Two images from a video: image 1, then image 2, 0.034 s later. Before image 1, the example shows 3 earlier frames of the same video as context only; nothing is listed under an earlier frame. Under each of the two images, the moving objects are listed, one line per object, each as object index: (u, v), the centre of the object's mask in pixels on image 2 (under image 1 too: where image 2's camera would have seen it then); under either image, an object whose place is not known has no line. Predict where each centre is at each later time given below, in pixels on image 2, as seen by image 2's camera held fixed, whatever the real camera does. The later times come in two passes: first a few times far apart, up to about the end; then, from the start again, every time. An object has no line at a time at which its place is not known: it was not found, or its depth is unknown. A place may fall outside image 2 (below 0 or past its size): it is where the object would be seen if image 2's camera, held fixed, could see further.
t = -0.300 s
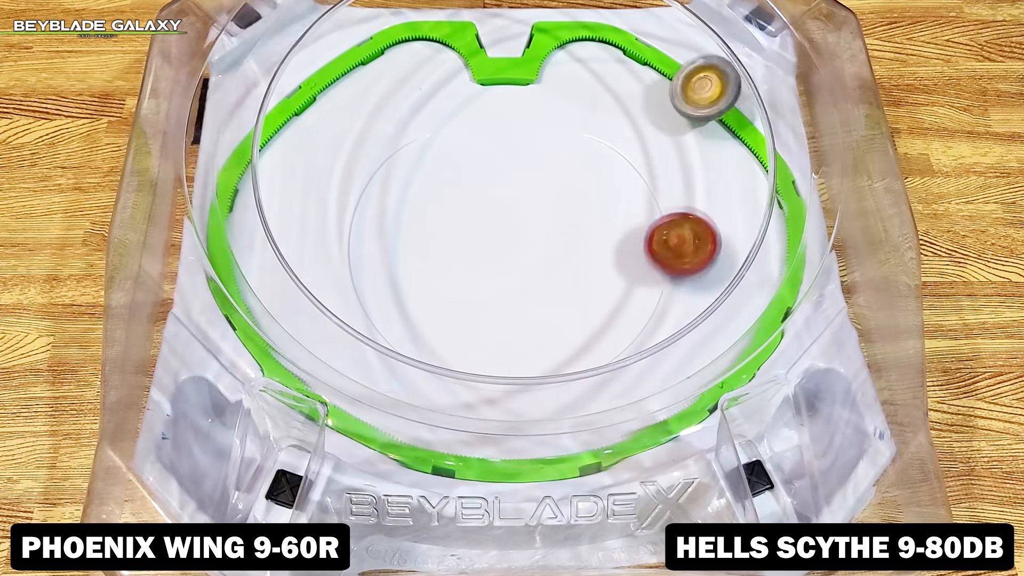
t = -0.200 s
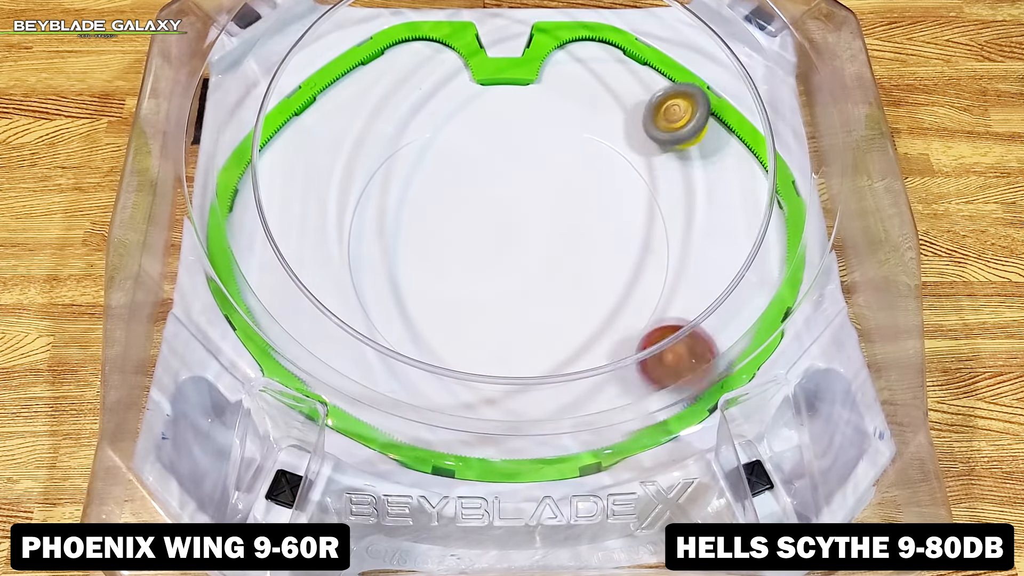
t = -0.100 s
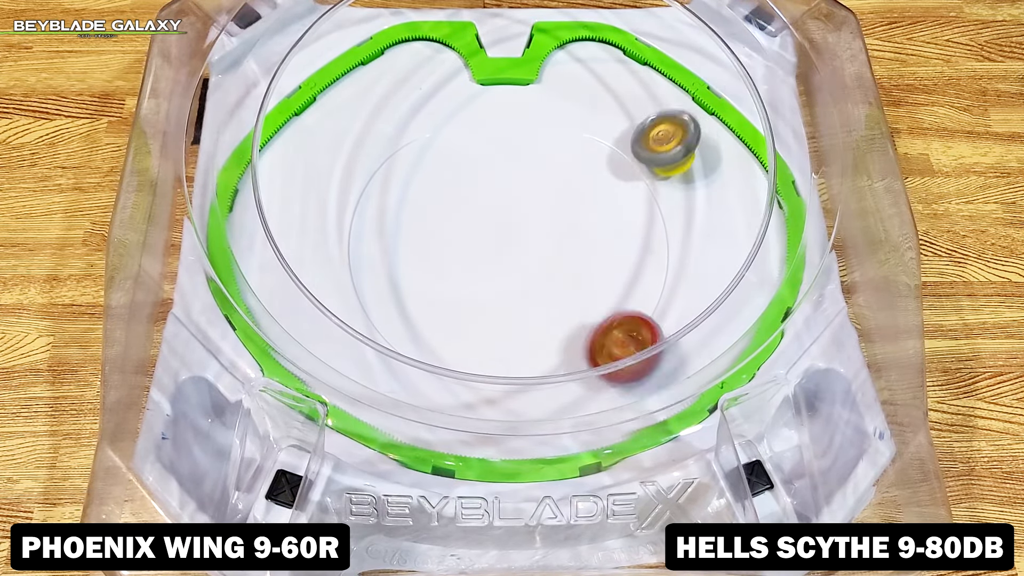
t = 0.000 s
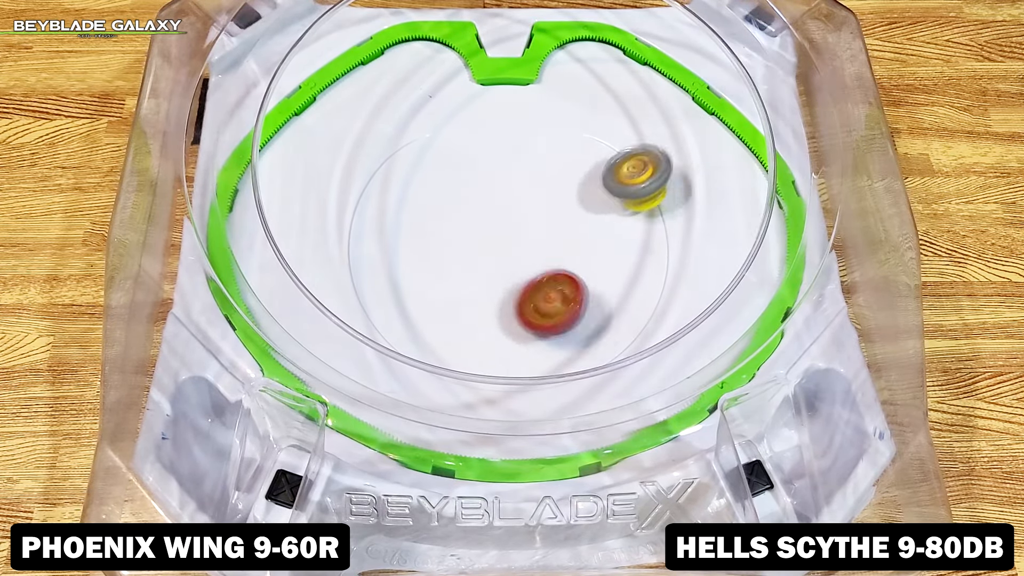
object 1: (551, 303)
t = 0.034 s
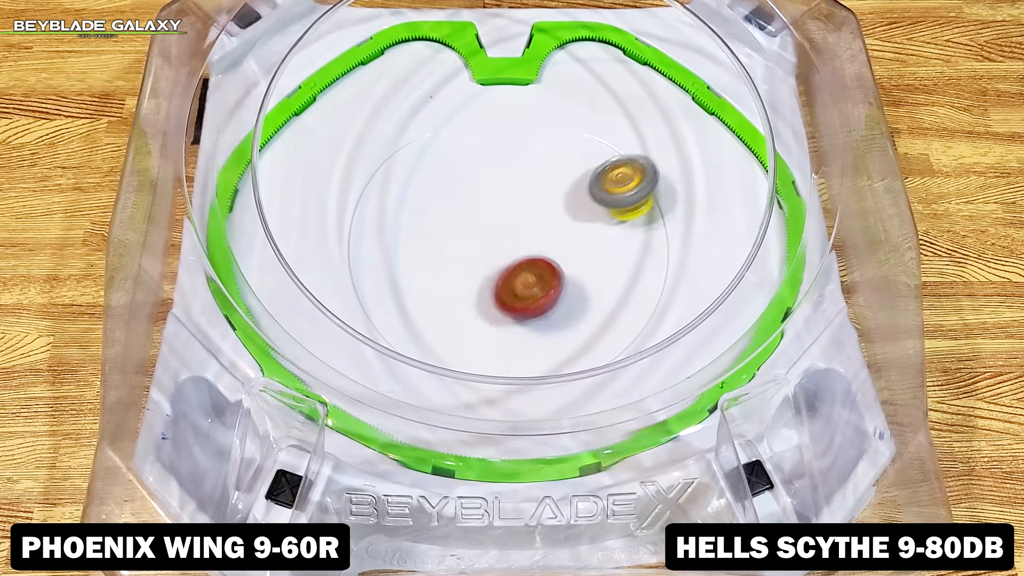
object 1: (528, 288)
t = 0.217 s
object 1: (426, 237)
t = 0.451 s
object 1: (349, 269)
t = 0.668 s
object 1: (252, 273)
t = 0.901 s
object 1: (248, 204)
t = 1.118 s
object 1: (304, 162)
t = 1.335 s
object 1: (343, 169)
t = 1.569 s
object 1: (488, 244)
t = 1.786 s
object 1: (521, 200)
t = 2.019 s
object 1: (493, 176)
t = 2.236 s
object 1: (506, 69)
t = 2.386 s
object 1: (509, 126)
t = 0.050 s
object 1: (517, 282)
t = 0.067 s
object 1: (507, 275)
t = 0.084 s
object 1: (497, 269)
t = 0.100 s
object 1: (487, 262)
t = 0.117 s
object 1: (477, 257)
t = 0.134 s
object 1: (469, 253)
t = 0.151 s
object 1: (459, 248)
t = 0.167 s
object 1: (451, 244)
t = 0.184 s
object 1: (442, 241)
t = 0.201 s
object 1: (434, 238)
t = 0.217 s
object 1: (426, 237)
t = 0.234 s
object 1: (418, 235)
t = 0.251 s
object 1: (410, 235)
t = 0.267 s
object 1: (403, 236)
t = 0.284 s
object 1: (396, 236)
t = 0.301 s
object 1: (389, 237)
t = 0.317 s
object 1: (382, 240)
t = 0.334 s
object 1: (374, 243)
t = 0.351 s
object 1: (367, 246)
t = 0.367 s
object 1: (359, 249)
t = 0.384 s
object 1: (353, 253)
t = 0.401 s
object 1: (351, 256)
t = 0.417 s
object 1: (351, 260)
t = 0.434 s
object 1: (351, 266)
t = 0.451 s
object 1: (349, 269)
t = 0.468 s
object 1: (347, 272)
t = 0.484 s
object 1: (344, 276)
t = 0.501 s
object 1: (341, 278)
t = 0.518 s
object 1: (338, 279)
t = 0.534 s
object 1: (334, 279)
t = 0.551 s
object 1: (325, 281)
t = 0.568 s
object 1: (318, 282)
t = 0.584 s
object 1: (310, 283)
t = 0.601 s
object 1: (299, 282)
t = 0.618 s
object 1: (289, 281)
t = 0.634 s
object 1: (278, 278)
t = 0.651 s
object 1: (262, 278)
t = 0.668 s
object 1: (252, 273)
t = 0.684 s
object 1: (240, 270)
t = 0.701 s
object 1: (238, 263)
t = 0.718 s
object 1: (241, 256)
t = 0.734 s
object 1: (242, 252)
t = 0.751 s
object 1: (241, 244)
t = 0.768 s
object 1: (241, 239)
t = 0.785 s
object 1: (247, 232)
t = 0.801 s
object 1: (244, 226)
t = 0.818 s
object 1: (237, 222)
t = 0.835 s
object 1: (233, 215)
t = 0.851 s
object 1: (230, 210)
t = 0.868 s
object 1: (228, 204)
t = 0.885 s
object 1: (232, 203)
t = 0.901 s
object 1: (248, 204)
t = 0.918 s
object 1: (254, 204)
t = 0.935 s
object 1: (262, 201)
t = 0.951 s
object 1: (270, 201)
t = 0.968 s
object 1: (278, 201)
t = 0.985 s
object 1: (287, 198)
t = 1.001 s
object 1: (290, 197)
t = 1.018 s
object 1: (293, 194)
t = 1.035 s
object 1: (295, 190)
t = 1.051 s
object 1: (297, 186)
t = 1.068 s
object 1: (300, 182)
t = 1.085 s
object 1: (302, 176)
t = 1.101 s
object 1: (303, 169)
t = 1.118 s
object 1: (304, 162)
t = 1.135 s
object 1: (305, 153)
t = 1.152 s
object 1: (305, 145)
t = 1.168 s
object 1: (304, 135)
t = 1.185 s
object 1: (303, 126)
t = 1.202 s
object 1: (302, 116)
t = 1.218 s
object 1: (302, 106)
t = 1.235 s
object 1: (302, 97)
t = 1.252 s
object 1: (303, 104)
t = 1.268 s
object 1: (310, 118)
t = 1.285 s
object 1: (319, 134)
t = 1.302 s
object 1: (326, 144)
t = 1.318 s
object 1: (334, 156)
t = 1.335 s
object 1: (343, 169)
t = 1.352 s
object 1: (351, 179)
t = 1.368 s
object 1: (360, 189)
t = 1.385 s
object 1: (370, 201)
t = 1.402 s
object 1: (380, 214)
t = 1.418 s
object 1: (391, 221)
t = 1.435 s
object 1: (404, 229)
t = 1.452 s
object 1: (417, 235)
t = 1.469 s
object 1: (431, 240)
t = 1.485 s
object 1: (446, 243)
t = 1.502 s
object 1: (460, 245)
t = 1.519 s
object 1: (474, 244)
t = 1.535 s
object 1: (488, 242)
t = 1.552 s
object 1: (488, 242)
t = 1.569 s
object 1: (488, 244)
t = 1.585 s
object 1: (489, 245)
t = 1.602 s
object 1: (491, 244)
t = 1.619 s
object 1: (494, 243)
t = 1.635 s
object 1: (498, 241)
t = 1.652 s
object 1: (502, 237)
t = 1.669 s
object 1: (506, 233)
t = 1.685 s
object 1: (510, 229)
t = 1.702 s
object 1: (513, 224)
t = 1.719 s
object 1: (516, 219)
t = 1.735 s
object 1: (519, 214)
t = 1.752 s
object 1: (520, 209)
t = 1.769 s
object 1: (521, 204)
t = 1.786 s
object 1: (521, 200)
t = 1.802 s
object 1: (522, 195)
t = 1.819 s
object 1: (522, 190)
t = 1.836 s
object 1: (521, 186)
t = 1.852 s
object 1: (520, 183)
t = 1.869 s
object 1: (518, 179)
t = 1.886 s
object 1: (515, 176)
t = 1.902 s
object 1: (513, 173)
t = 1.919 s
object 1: (510, 172)
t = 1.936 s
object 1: (507, 172)
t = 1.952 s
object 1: (504, 171)
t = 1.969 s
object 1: (500, 171)
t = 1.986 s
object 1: (498, 171)
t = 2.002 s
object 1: (495, 173)
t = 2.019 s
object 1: (493, 176)
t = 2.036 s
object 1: (491, 178)
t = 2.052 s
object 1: (488, 181)
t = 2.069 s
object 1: (487, 185)
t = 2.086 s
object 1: (487, 189)
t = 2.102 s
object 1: (488, 194)
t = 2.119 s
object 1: (488, 198)
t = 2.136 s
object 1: (492, 177)
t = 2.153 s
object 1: (495, 154)
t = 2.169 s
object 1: (499, 136)
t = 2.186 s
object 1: (501, 115)
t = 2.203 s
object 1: (504, 98)
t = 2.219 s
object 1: (505, 83)
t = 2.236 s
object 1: (506, 69)
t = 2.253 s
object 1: (506, 63)
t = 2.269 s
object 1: (506, 68)
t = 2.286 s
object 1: (506, 77)
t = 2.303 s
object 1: (507, 87)
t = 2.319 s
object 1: (508, 97)
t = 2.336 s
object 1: (508, 101)
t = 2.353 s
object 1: (509, 106)
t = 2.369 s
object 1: (509, 115)
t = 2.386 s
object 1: (509, 126)
